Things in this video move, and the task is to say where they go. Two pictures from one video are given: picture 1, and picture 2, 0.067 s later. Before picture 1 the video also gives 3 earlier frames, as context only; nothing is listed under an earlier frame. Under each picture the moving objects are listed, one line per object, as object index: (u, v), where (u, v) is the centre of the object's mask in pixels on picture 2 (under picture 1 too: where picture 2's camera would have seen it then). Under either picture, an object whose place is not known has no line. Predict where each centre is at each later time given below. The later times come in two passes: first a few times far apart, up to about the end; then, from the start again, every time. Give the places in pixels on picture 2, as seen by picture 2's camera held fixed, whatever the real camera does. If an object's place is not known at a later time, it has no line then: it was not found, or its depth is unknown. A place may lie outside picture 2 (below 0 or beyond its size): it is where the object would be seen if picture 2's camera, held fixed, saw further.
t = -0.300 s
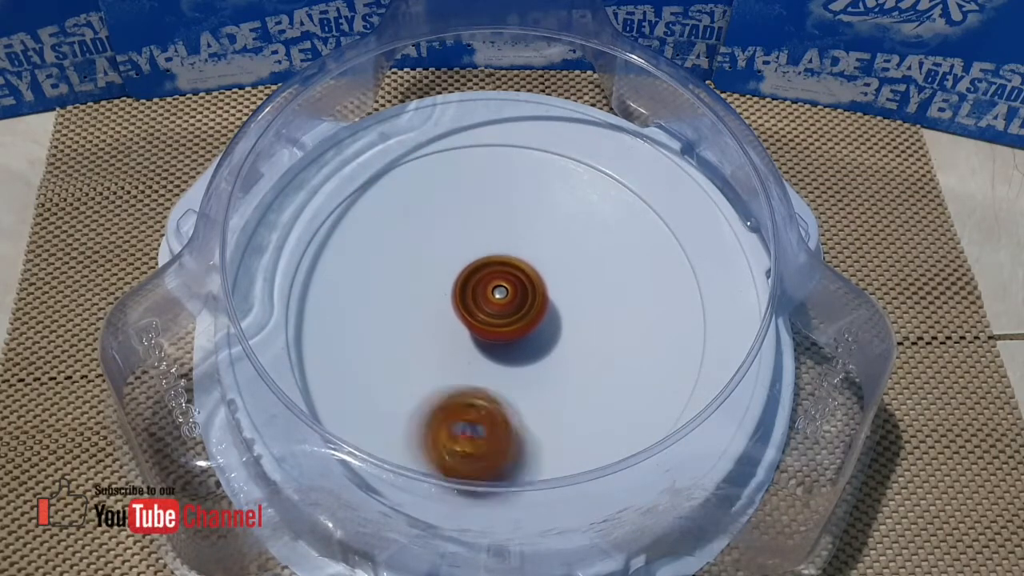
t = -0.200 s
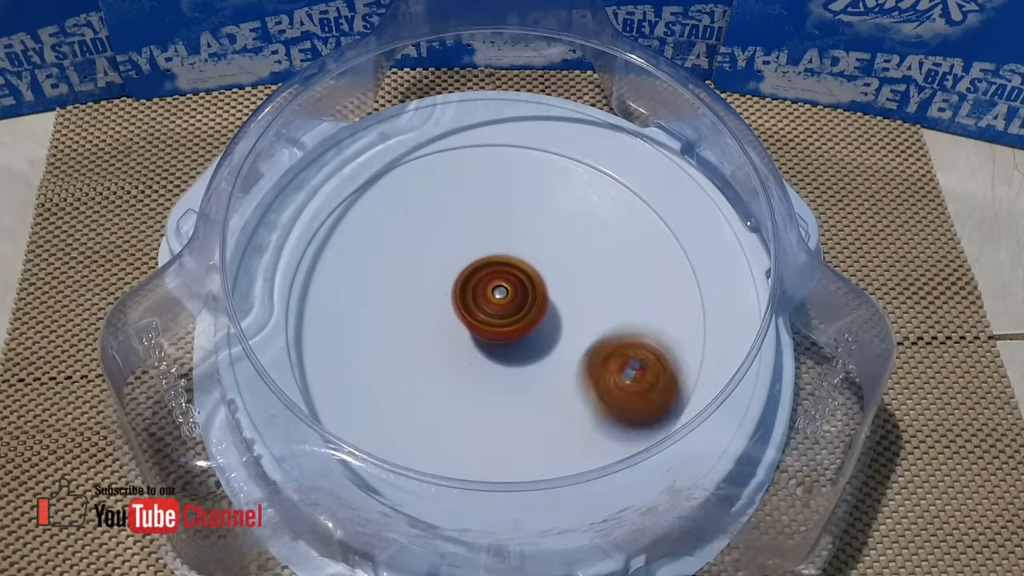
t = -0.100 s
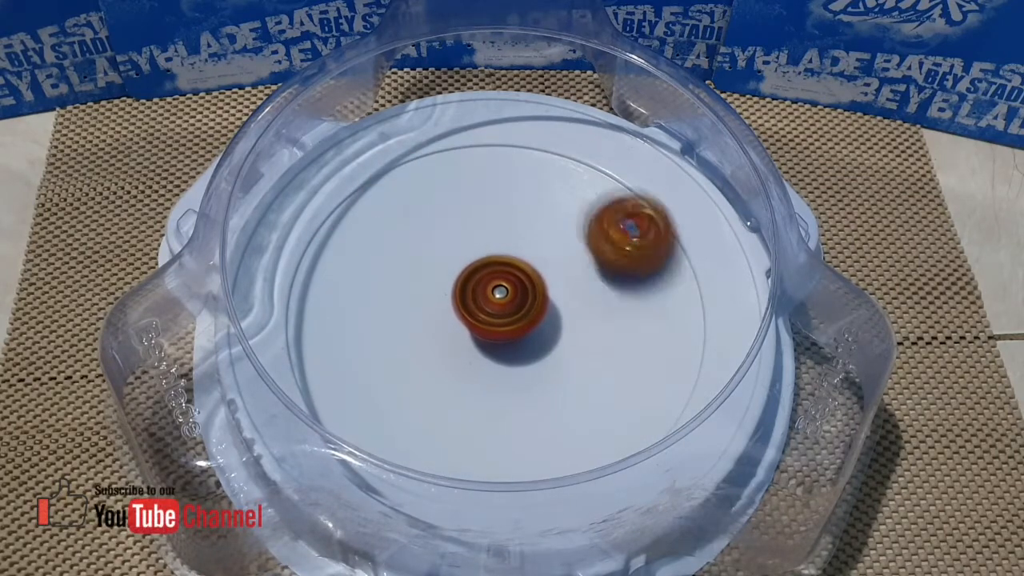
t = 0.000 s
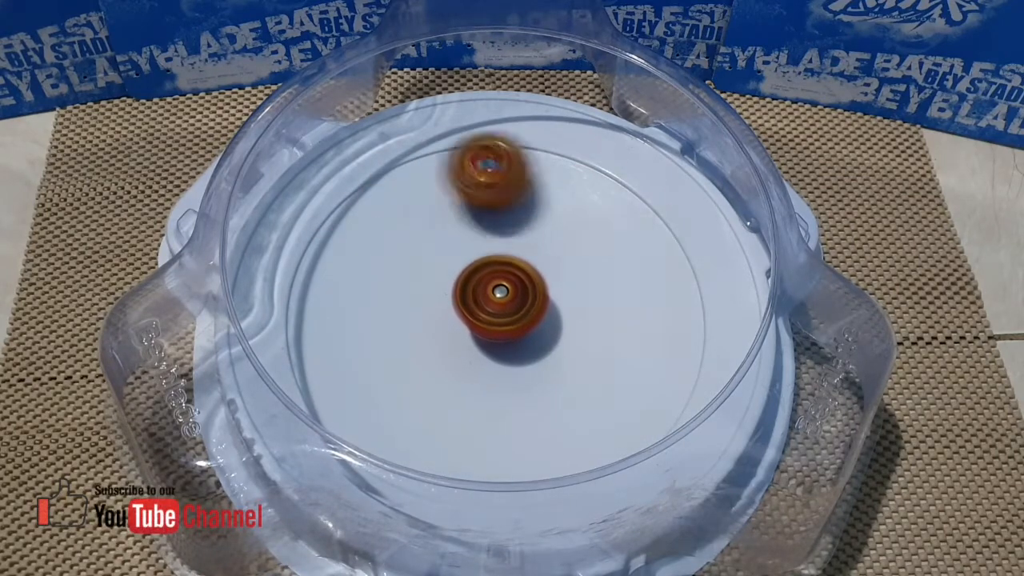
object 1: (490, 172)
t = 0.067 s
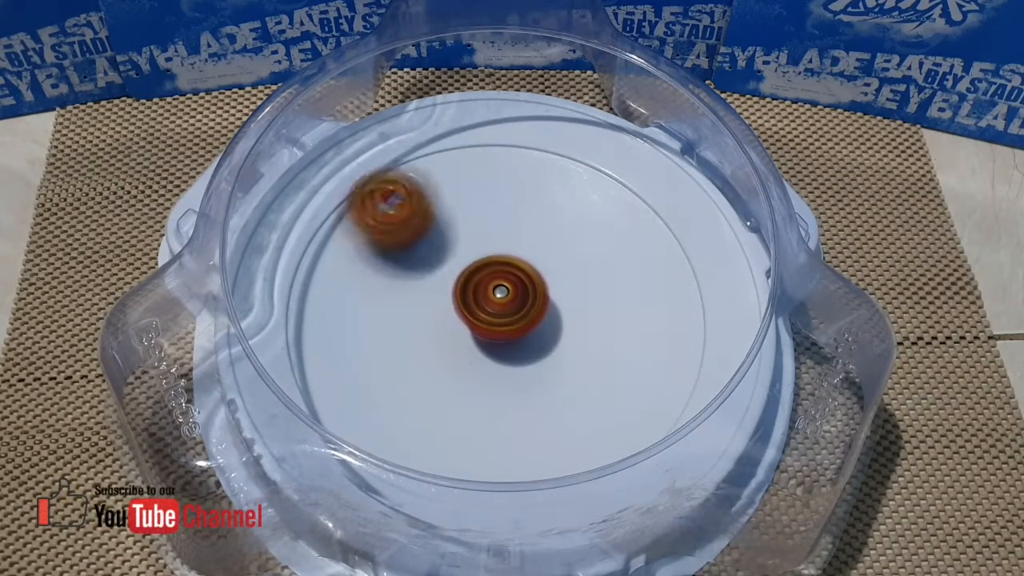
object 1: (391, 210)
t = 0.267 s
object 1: (501, 438)
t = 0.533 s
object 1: (524, 176)
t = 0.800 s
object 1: (519, 435)
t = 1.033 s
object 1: (561, 188)
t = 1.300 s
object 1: (414, 410)
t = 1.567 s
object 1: (598, 213)
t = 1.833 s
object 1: (376, 370)
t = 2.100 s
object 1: (627, 252)
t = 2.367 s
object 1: (360, 325)
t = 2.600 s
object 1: (633, 344)
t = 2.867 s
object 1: (391, 232)
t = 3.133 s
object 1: (599, 387)
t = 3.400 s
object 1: (441, 200)
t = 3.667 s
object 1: (537, 416)
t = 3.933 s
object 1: (502, 192)
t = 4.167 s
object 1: (421, 394)
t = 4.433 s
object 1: (598, 238)
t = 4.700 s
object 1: (379, 338)
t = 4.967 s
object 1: (621, 292)
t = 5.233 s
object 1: (383, 277)
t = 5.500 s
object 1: (609, 351)
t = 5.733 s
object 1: (452, 210)
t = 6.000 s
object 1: (520, 406)
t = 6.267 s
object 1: (518, 208)
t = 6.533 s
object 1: (451, 391)
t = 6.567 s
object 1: (470, 399)
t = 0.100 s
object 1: (358, 251)
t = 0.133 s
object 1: (345, 300)
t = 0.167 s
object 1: (356, 353)
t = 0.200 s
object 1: (389, 399)
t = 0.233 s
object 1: (440, 428)
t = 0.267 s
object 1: (501, 438)
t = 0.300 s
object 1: (561, 428)
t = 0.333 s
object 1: (611, 399)
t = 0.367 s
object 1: (643, 357)
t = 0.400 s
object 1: (652, 310)
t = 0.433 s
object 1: (642, 263)
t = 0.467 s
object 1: (615, 223)
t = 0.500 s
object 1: (574, 194)
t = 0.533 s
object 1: (524, 176)
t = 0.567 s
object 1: (420, 193)
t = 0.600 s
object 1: (380, 223)
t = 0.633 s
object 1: (355, 266)
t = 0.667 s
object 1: (349, 317)
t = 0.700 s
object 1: (366, 366)
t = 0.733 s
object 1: (404, 406)
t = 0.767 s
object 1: (459, 430)
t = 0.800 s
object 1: (519, 435)
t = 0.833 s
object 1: (576, 419)
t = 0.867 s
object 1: (620, 387)
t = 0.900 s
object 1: (645, 344)
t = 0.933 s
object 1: (650, 297)
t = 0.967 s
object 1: (635, 253)
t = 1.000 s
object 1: (604, 216)
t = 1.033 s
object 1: (561, 188)
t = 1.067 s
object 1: (511, 176)
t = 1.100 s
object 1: (460, 181)
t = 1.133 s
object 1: (413, 200)
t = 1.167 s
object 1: (376, 233)
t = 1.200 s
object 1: (355, 277)
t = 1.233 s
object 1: (354, 327)
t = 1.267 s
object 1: (374, 373)
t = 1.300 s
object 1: (414, 410)
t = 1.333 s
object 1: (468, 431)
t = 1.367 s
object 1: (526, 432)
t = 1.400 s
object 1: (581, 414)
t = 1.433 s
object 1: (621, 380)
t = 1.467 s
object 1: (642, 339)
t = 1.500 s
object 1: (645, 292)
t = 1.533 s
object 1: (629, 249)
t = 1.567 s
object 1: (598, 213)
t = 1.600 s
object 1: (554, 188)
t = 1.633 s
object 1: (506, 178)
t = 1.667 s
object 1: (457, 183)
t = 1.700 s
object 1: (412, 203)
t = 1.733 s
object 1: (378, 236)
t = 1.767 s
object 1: (357, 278)
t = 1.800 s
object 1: (358, 327)
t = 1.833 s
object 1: (376, 370)
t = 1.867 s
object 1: (417, 406)
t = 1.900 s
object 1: (470, 428)
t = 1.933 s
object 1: (528, 429)
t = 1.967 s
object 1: (580, 411)
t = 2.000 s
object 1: (618, 378)
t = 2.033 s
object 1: (639, 337)
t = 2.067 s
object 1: (642, 294)
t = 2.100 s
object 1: (627, 252)
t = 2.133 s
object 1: (597, 217)
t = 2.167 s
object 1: (555, 193)
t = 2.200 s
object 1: (507, 182)
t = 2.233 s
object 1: (459, 188)
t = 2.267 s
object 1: (415, 206)
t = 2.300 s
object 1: (381, 238)
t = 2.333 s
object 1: (361, 279)
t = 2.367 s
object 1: (360, 325)
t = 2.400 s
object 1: (379, 369)
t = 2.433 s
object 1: (417, 405)
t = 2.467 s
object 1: (467, 425)
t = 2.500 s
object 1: (520, 427)
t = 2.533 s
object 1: (570, 412)
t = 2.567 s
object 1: (609, 382)
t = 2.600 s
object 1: (633, 344)
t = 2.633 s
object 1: (638, 300)
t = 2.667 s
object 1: (626, 260)
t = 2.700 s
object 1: (599, 225)
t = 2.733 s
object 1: (561, 199)
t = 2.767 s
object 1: (517, 187)
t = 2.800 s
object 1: (470, 189)
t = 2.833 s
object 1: (427, 203)
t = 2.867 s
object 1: (391, 232)
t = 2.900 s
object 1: (368, 270)
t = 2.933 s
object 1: (362, 313)
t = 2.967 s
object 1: (377, 357)
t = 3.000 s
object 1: (410, 394)
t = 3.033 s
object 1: (455, 418)
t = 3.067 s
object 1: (507, 424)
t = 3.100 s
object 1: (557, 413)
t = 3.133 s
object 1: (599, 387)
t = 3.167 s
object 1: (626, 352)
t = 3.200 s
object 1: (636, 312)
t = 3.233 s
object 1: (628, 272)
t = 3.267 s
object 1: (607, 236)
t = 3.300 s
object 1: (571, 207)
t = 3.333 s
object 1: (529, 191)
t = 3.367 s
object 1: (484, 190)
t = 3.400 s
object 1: (441, 200)
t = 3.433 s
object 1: (404, 224)
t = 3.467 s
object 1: (377, 258)
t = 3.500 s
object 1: (365, 298)
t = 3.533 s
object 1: (373, 341)
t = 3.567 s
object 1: (398, 379)
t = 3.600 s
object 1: (438, 407)
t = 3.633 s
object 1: (487, 421)
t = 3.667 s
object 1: (537, 416)
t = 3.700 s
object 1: (581, 396)
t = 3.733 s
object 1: (612, 366)
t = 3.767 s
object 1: (629, 328)
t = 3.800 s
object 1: (629, 288)
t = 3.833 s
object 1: (613, 252)
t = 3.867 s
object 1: (584, 220)
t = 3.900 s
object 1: (546, 200)
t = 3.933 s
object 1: (502, 192)
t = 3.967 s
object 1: (460, 197)
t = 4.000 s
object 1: (419, 215)
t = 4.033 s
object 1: (389, 243)
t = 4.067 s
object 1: (372, 281)
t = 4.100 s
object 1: (372, 323)
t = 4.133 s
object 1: (389, 362)
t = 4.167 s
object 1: (421, 394)
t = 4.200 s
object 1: (466, 414)
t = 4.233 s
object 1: (515, 418)
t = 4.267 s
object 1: (560, 406)
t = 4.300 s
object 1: (598, 381)
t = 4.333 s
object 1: (620, 346)
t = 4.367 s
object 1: (628, 308)
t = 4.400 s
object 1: (620, 269)
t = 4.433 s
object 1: (598, 238)
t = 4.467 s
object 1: (565, 212)
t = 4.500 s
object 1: (525, 198)
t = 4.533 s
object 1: (483, 197)
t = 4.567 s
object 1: (443, 207)
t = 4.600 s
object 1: (408, 229)
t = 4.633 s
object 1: (384, 261)
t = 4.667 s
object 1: (374, 298)
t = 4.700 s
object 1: (379, 338)
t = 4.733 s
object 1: (403, 374)
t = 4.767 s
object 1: (440, 400)
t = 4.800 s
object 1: (487, 414)
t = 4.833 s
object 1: (534, 411)
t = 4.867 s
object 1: (574, 393)
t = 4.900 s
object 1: (604, 365)
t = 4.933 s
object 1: (620, 328)
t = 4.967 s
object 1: (621, 292)
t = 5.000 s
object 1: (607, 258)
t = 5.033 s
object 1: (583, 229)
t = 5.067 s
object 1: (548, 208)
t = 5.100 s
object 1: (507, 200)
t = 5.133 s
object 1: (467, 203)
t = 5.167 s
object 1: (429, 218)
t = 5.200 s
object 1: (401, 244)
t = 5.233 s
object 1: (383, 277)
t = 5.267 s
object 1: (379, 315)
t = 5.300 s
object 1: (393, 352)
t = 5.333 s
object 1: (421, 383)
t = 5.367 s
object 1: (460, 403)
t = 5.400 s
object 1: (505, 410)
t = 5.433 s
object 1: (548, 402)
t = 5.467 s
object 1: (584, 380)
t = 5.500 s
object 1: (609, 351)
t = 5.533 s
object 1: (618, 315)
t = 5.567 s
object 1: (614, 280)
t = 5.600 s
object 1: (595, 248)
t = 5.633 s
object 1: (567, 223)
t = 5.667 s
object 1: (530, 207)
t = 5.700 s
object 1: (491, 203)
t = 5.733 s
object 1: (452, 210)
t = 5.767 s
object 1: (418, 230)
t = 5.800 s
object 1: (393, 258)
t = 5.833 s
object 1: (382, 292)
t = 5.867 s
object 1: (384, 329)
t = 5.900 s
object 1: (404, 364)
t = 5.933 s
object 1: (436, 390)
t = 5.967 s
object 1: (478, 406)
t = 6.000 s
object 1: (520, 406)
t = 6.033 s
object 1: (561, 393)
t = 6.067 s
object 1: (592, 370)
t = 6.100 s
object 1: (611, 337)
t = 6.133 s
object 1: (615, 303)
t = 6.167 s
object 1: (605, 268)
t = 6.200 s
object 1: (584, 240)
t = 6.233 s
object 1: (553, 219)
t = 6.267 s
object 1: (518, 208)
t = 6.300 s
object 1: (478, 208)
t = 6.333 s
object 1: (443, 220)
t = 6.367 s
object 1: (412, 241)
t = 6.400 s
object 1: (395, 269)
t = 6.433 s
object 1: (387, 304)
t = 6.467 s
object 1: (396, 338)
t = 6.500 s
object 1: (417, 369)
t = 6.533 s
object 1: (451, 391)
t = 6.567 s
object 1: (470, 399)
